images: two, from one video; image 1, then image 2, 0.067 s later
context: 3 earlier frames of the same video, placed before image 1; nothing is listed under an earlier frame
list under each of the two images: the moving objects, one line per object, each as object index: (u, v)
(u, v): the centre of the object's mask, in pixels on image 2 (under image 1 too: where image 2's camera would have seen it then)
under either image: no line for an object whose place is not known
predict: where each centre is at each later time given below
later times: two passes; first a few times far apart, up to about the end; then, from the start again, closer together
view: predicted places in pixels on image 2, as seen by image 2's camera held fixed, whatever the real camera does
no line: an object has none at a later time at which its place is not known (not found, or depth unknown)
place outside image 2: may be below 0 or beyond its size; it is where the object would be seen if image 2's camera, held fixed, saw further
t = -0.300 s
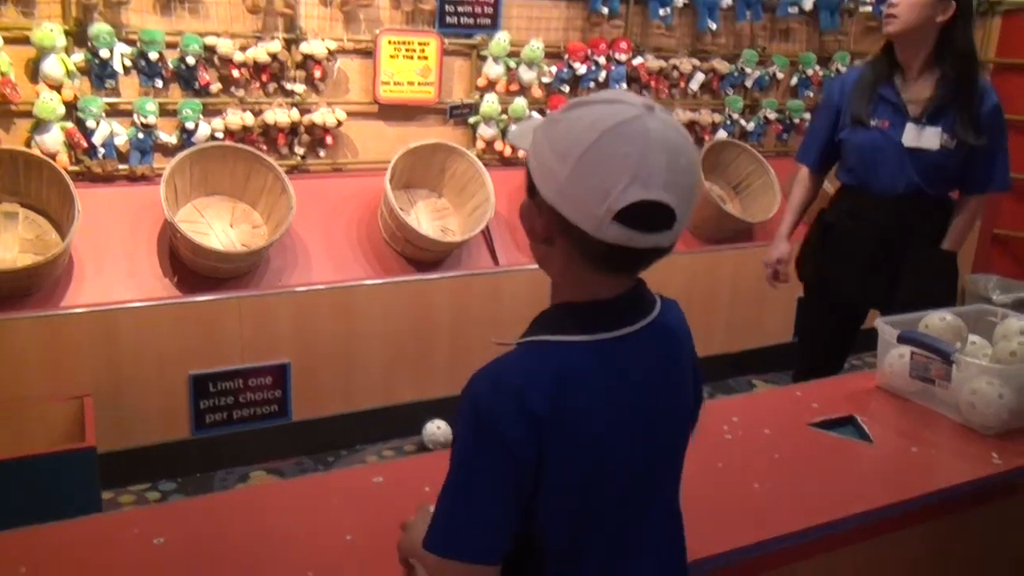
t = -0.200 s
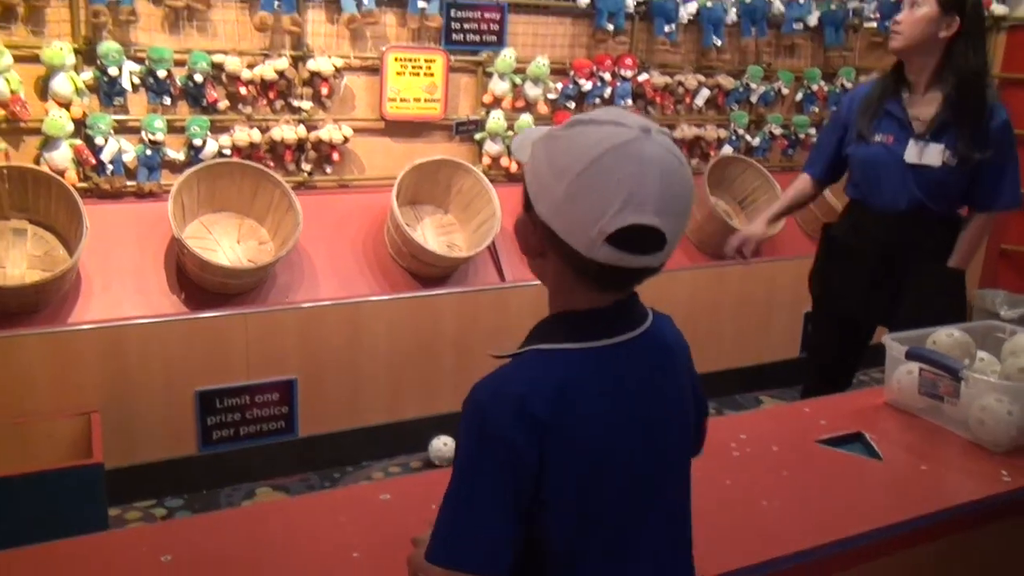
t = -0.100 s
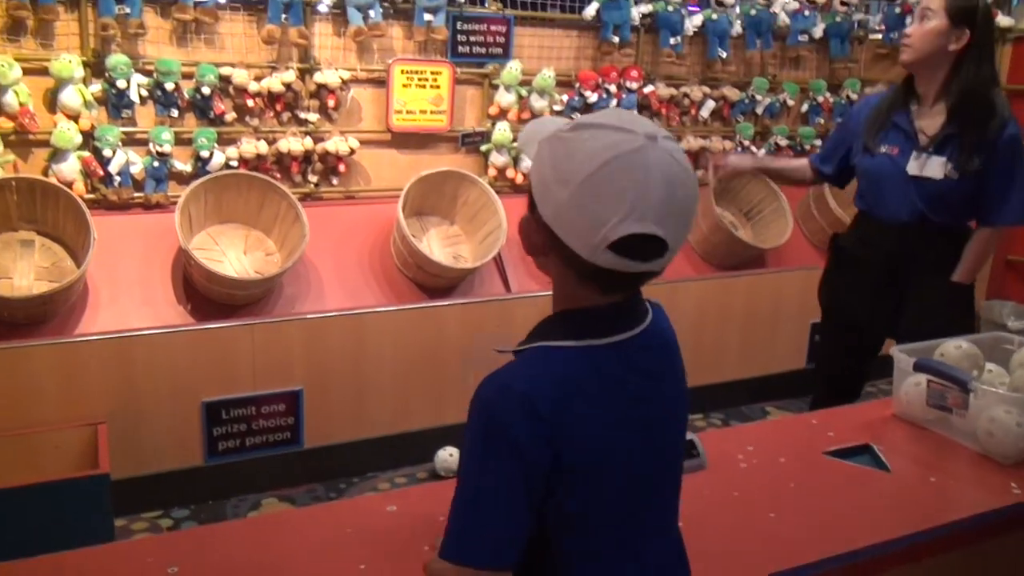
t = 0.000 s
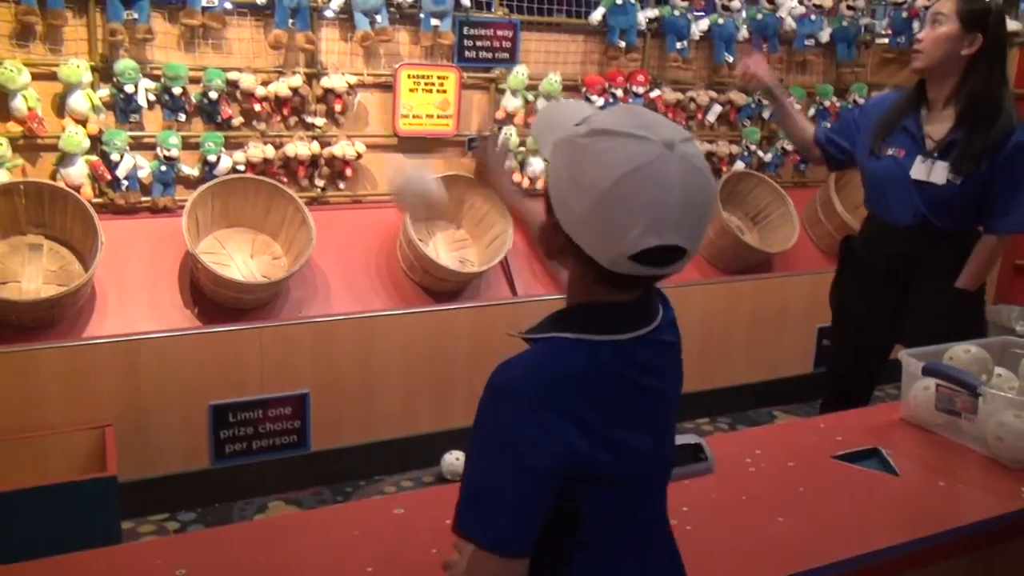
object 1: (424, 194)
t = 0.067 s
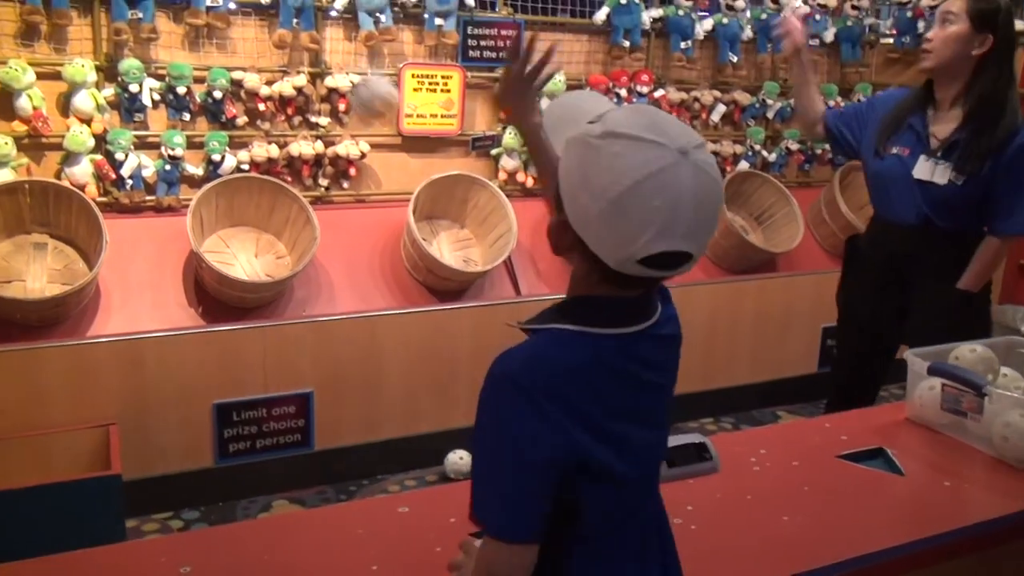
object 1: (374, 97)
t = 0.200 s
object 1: (301, 14)
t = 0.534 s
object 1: (196, 104)
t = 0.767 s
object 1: (169, 217)
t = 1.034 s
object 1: (118, 292)
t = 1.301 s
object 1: (59, 404)
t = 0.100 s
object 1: (353, 64)
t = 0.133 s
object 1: (334, 35)
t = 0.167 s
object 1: (316, 20)
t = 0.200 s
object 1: (301, 14)
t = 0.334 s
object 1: (248, 16)
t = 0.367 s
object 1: (236, 21)
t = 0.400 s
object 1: (225, 26)
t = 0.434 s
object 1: (217, 41)
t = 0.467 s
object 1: (211, 56)
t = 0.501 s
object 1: (203, 82)
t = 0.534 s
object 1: (196, 104)
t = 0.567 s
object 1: (192, 127)
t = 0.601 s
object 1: (186, 155)
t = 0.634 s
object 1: (180, 179)
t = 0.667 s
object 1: (175, 211)
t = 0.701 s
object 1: (174, 210)
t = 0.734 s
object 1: (173, 212)
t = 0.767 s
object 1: (169, 217)
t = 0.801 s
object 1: (164, 225)
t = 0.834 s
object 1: (158, 236)
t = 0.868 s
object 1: (152, 251)
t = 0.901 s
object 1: (146, 271)
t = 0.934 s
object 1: (140, 297)
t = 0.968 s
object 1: (132, 308)
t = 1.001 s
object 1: (125, 299)
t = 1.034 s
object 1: (118, 292)
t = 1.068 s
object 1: (112, 289)
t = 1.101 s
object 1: (105, 291)
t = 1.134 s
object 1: (97, 297)
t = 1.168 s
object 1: (88, 307)
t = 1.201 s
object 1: (81, 320)
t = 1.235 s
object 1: (73, 342)
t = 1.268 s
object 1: (66, 371)
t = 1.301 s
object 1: (59, 404)
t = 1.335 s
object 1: (51, 449)
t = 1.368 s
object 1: (43, 499)
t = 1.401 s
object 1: (39, 538)
